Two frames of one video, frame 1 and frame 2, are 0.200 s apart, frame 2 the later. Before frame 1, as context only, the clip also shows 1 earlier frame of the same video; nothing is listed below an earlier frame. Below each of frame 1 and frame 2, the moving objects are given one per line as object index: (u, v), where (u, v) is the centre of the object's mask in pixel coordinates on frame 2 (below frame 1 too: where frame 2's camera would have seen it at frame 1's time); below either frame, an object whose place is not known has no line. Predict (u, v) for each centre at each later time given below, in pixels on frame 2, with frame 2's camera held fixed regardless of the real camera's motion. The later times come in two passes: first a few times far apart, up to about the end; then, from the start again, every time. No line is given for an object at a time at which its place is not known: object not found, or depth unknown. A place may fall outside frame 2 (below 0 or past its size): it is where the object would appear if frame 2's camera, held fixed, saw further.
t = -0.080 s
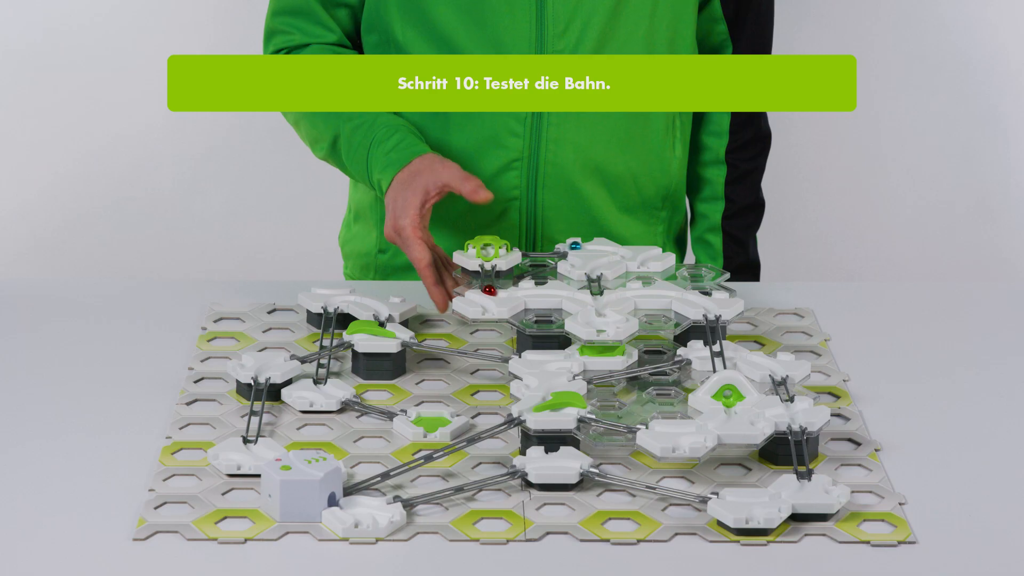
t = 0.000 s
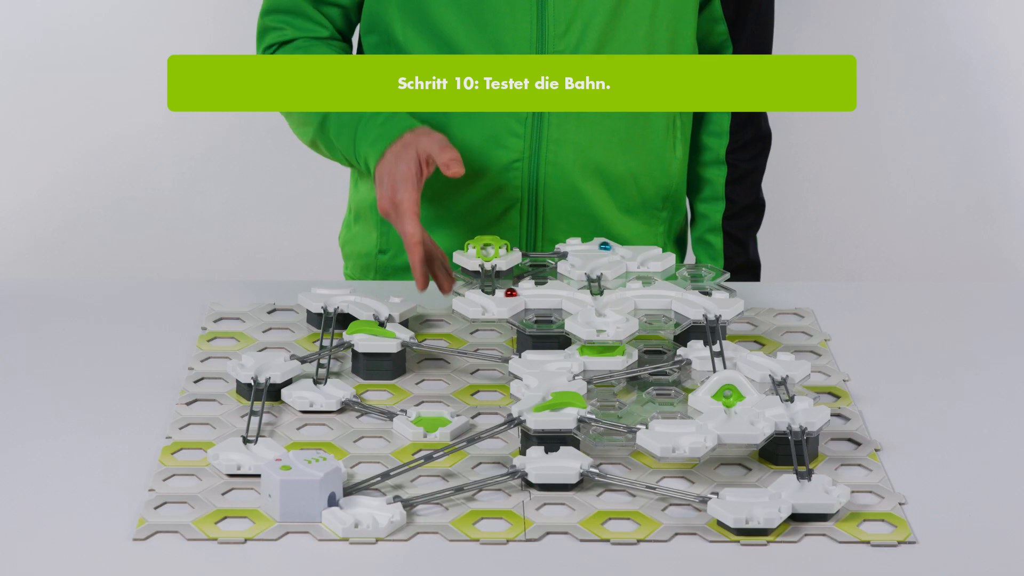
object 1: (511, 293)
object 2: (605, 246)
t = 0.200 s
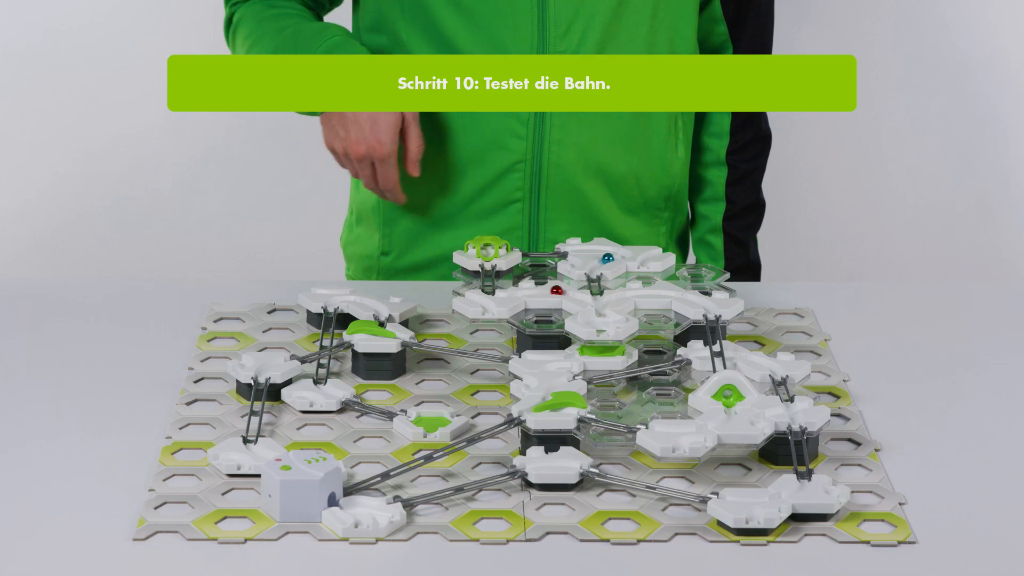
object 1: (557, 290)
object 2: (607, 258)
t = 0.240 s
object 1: (566, 292)
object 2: (601, 261)
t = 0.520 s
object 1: (600, 307)
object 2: (594, 278)
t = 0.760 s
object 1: (604, 325)
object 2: (597, 292)
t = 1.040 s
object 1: (602, 326)
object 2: (600, 306)
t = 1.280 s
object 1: (586, 350)
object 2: (607, 322)
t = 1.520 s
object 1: (522, 354)
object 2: (596, 324)
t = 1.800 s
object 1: (445, 344)
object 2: (601, 329)
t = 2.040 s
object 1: (385, 326)
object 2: (552, 355)
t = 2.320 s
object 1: (382, 312)
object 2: (482, 350)
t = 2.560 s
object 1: (330, 302)
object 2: (415, 339)
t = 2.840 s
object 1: (325, 339)
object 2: (340, 340)
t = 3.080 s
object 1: (320, 380)
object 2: (268, 364)
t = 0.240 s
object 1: (566, 292)
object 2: (601, 261)
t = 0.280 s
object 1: (574, 293)
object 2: (597, 263)
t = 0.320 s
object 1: (581, 294)
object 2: (594, 266)
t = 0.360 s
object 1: (586, 296)
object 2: (593, 268)
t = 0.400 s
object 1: (591, 299)
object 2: (593, 272)
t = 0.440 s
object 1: (595, 301)
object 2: (593, 274)
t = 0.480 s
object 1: (598, 304)
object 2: (594, 275)
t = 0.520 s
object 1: (600, 307)
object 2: (594, 278)
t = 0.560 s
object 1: (600, 309)
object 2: (595, 281)
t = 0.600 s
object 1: (601, 311)
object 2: (595, 283)
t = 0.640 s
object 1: (604, 312)
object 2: (595, 284)
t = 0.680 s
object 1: (607, 317)
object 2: (596, 288)
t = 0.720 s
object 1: (607, 321)
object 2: (597, 290)
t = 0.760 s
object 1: (604, 325)
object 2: (597, 292)
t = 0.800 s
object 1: (599, 326)
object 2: (597, 293)
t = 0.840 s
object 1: (595, 324)
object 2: (598, 296)
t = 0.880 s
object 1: (594, 324)
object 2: (598, 298)
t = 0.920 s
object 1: (594, 324)
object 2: (598, 300)
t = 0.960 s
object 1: (597, 325)
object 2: (599, 302)
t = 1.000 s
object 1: (603, 326)
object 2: (599, 304)
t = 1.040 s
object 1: (602, 326)
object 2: (600, 306)
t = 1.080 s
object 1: (600, 327)
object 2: (600, 309)
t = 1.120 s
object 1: (601, 328)
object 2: (600, 310)
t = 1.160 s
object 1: (601, 329)
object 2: (602, 312)
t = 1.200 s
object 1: (601, 330)
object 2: (606, 314)
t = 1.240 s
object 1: (597, 349)
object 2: (607, 318)
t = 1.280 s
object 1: (586, 350)
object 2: (607, 322)
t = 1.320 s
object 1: (576, 352)
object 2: (603, 326)
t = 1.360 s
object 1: (566, 354)
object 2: (597, 325)
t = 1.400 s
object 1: (555, 355)
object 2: (593, 324)
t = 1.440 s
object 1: (544, 355)
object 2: (592, 323)
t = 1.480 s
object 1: (532, 355)
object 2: (592, 323)
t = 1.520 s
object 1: (522, 354)
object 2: (596, 324)
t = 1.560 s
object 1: (512, 353)
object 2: (603, 326)
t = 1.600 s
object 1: (501, 352)
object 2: (604, 326)
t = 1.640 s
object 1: (490, 351)
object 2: (601, 326)
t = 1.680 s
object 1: (480, 350)
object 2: (601, 327)
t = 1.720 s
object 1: (468, 348)
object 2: (601, 327)
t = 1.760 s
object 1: (457, 346)
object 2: (602, 328)
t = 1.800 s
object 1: (445, 344)
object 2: (601, 329)
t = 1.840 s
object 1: (434, 342)
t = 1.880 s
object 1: (421, 340)
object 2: (591, 350)
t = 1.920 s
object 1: (411, 338)
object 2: (581, 351)
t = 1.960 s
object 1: (399, 335)
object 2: (571, 353)
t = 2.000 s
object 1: (392, 330)
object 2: (562, 355)
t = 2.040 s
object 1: (385, 326)
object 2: (552, 355)
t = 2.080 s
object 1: (381, 322)
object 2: (542, 355)
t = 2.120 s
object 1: (380, 320)
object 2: (531, 355)
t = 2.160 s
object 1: (380, 319)
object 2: (521, 354)
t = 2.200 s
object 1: (381, 318)
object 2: (511, 353)
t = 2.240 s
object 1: (381, 318)
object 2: (502, 352)
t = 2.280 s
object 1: (381, 313)
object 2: (492, 352)
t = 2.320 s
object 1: (382, 312)
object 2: (482, 350)
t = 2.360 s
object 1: (379, 307)
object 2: (471, 348)
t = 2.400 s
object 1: (372, 302)
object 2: (460, 347)
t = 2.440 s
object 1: (361, 298)
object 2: (449, 345)
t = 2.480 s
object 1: (347, 296)
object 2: (438, 343)
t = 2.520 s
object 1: (335, 298)
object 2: (426, 341)
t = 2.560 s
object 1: (330, 302)
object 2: (415, 339)
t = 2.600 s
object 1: (330, 307)
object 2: (404, 336)
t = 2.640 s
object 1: (329, 312)
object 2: (392, 334)
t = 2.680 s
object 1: (328, 316)
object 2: (379, 333)
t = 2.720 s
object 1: (328, 321)
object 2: (366, 333)
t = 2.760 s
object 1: (327, 327)
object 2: (358, 334)
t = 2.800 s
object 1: (326, 333)
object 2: (349, 336)
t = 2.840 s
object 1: (325, 339)
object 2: (340, 340)
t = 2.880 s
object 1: (321, 344)
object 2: (330, 344)
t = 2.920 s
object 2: (319, 348)
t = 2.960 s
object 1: (324, 362)
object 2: (306, 351)
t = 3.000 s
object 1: (322, 365)
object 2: (291, 356)
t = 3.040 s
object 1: (321, 371)
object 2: (278, 359)
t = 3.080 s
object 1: (320, 380)
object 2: (268, 364)
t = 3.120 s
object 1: (324, 385)
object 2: (262, 370)
